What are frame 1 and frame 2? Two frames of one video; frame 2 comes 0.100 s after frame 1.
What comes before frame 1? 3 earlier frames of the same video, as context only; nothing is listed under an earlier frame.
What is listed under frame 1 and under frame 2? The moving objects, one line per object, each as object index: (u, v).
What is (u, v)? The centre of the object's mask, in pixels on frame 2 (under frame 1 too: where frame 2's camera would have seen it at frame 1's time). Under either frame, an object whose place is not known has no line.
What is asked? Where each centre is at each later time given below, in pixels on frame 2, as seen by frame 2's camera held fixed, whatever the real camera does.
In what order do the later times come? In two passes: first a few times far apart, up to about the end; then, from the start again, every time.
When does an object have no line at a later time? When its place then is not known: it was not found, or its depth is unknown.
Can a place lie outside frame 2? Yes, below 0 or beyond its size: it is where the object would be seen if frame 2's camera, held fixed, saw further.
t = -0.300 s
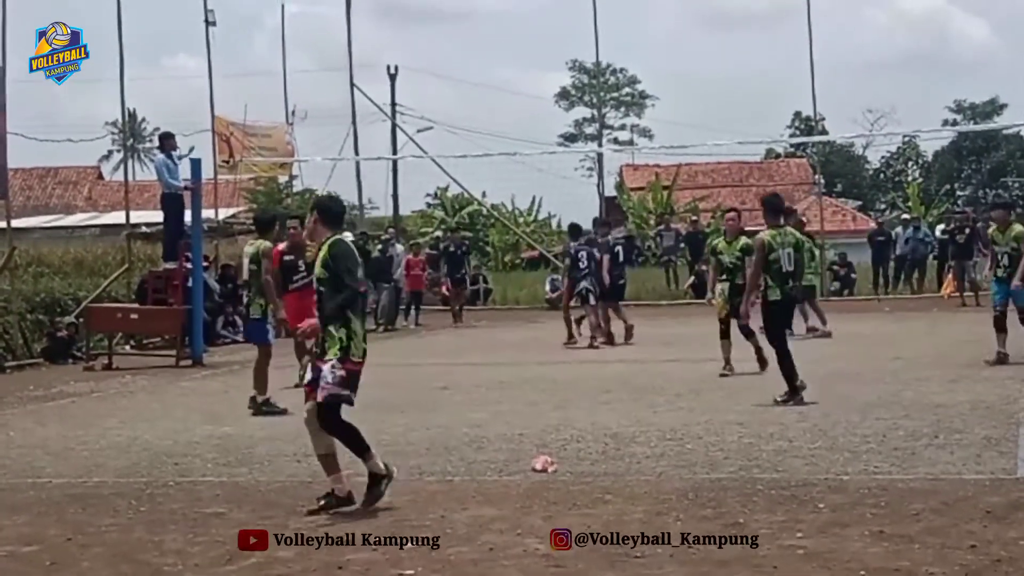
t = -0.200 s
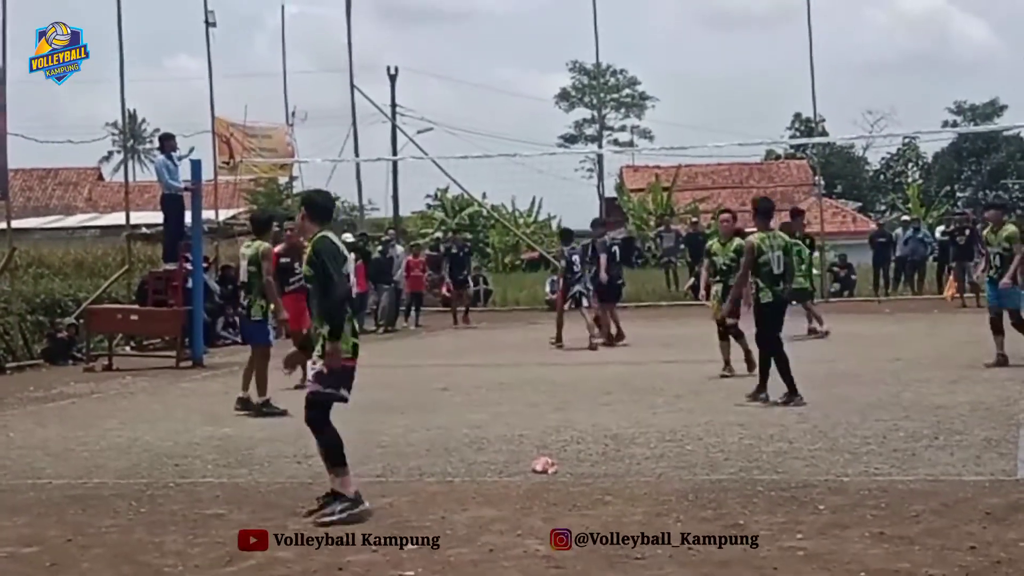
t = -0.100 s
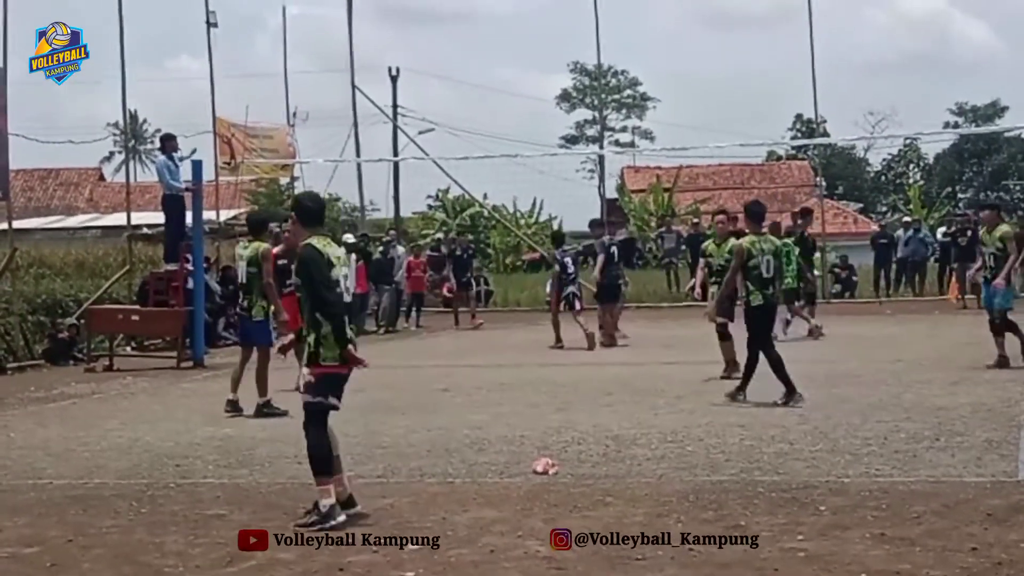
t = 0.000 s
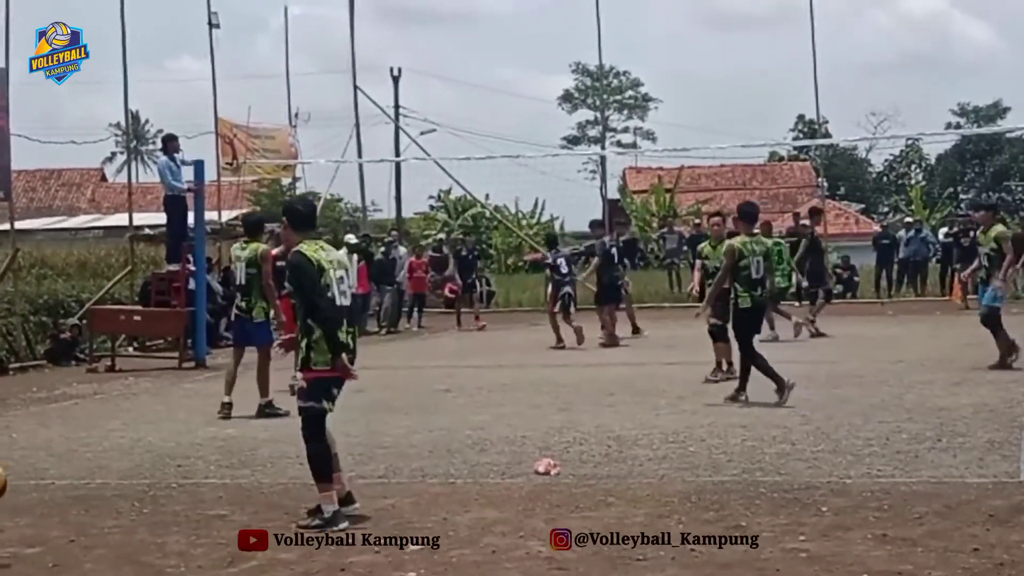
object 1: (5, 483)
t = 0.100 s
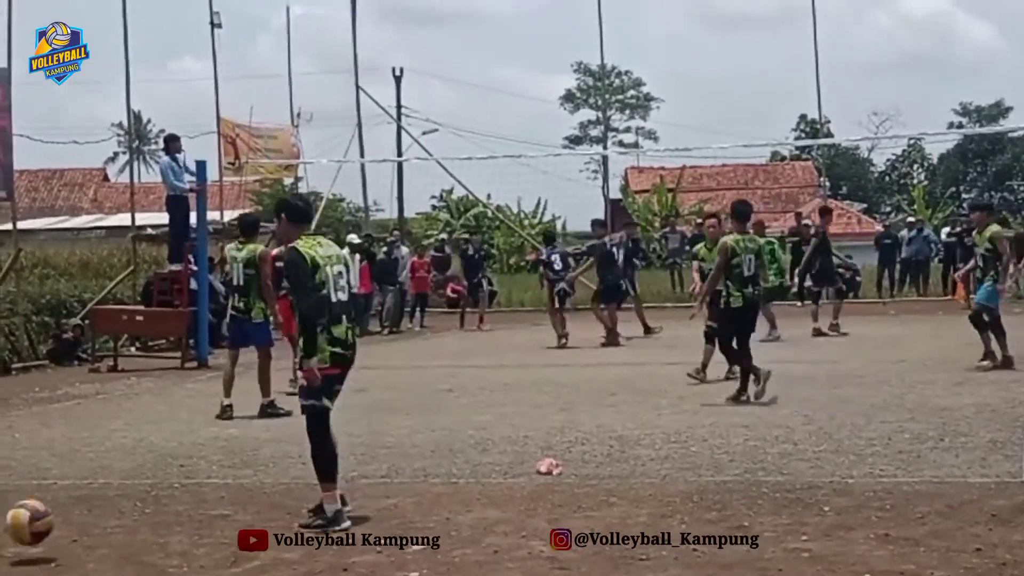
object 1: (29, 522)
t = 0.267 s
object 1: (69, 419)
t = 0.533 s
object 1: (137, 378)
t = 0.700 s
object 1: (182, 427)
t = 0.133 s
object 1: (37, 497)
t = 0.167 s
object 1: (45, 474)
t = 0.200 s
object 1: (53, 453)
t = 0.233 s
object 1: (61, 435)
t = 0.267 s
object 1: (69, 419)
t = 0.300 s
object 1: (77, 406)
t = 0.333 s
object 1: (86, 395)
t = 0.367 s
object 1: (94, 386)
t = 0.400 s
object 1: (102, 380)
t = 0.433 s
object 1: (112, 376)
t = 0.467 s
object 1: (120, 374)
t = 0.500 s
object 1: (129, 375)
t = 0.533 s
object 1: (137, 378)
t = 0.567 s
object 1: (146, 383)
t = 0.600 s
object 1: (155, 391)
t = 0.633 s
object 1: (163, 400)
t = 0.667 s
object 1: (173, 412)
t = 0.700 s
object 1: (182, 427)
